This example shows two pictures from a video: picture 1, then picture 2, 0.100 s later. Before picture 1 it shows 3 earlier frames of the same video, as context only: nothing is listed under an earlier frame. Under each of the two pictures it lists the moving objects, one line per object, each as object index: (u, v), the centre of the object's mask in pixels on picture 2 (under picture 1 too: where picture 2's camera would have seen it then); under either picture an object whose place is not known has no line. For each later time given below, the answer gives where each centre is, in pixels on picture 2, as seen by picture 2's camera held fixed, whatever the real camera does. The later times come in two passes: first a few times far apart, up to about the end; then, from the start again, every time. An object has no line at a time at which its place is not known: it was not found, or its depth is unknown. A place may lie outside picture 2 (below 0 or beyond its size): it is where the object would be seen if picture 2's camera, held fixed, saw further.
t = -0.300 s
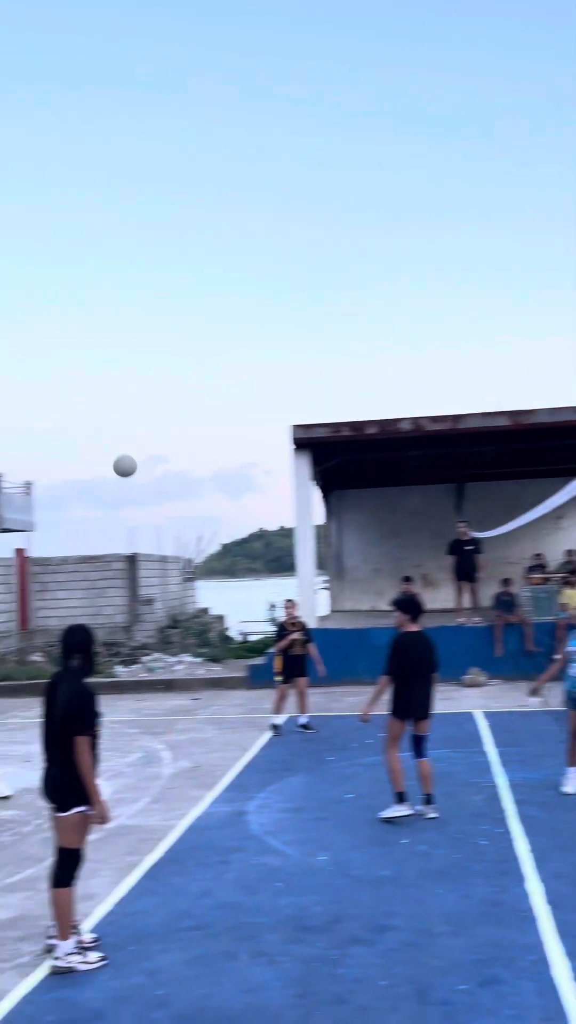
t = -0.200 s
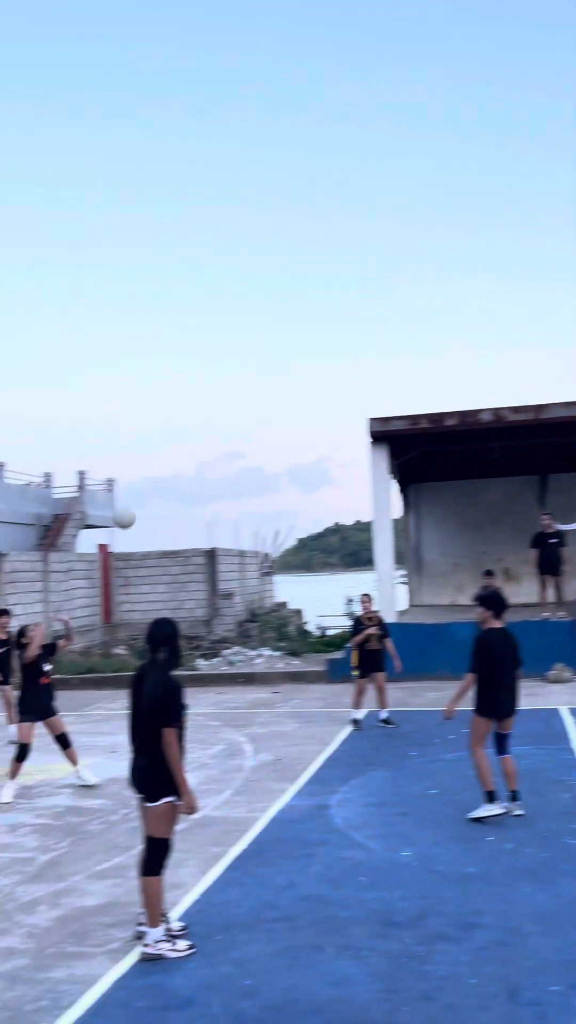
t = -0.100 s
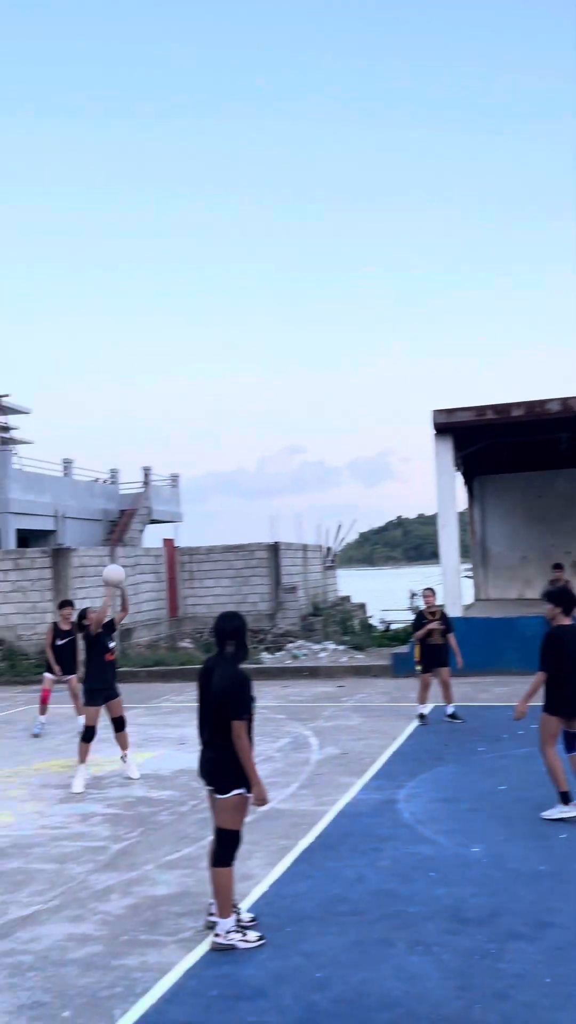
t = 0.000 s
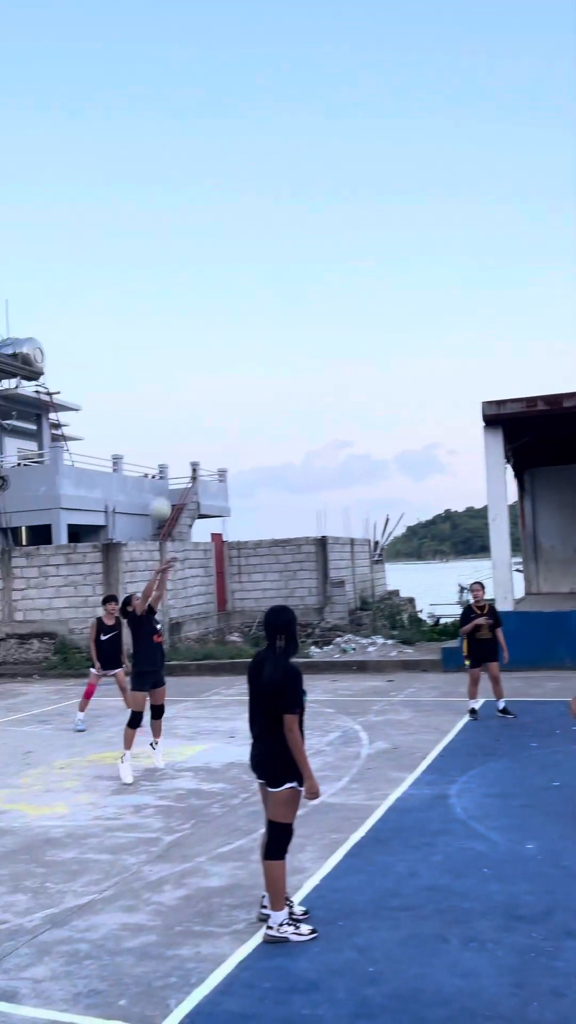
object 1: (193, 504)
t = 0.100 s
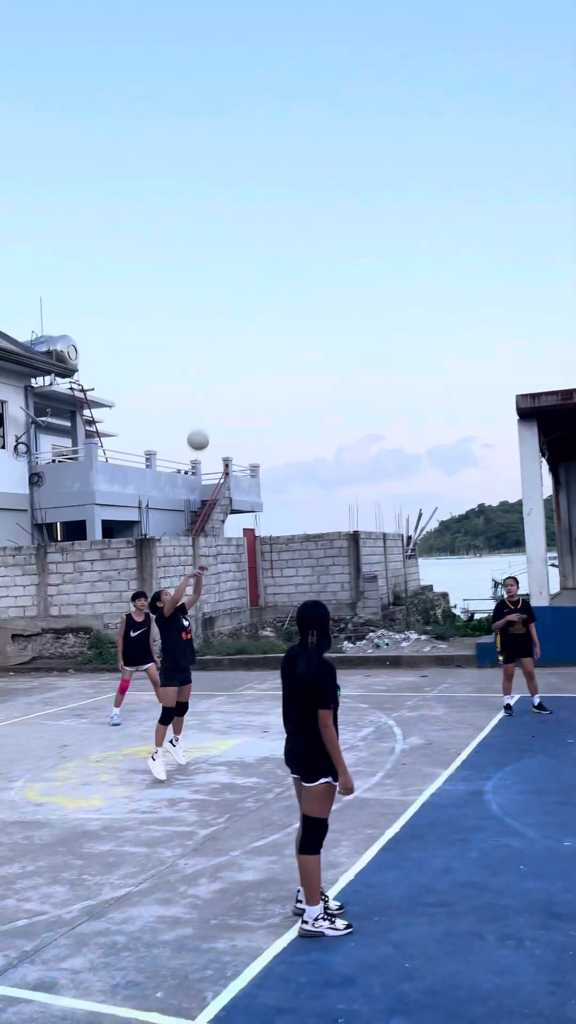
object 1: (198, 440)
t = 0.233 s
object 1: (205, 371)
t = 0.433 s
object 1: (218, 300)
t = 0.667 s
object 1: (236, 271)
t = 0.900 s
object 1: (255, 301)
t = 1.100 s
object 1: (274, 376)
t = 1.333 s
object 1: (296, 522)
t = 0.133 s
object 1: (200, 421)
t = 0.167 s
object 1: (201, 403)
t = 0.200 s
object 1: (203, 386)
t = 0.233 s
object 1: (205, 371)
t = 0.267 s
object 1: (207, 356)
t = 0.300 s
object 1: (209, 343)
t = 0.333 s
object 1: (211, 330)
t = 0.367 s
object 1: (213, 319)
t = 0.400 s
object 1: (216, 309)
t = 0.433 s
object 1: (218, 300)
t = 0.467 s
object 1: (220, 292)
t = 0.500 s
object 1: (223, 286)
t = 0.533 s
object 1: (225, 280)
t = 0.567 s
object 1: (228, 276)
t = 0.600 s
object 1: (230, 273)
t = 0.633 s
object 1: (233, 271)
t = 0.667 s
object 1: (236, 271)
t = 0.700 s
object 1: (238, 271)
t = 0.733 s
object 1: (241, 273)
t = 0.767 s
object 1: (244, 276)
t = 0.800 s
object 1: (247, 280)
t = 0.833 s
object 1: (249, 286)
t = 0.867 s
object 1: (252, 293)
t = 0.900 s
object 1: (255, 301)
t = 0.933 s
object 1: (258, 310)
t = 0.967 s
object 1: (261, 321)
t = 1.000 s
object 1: (264, 333)
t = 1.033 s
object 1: (267, 345)
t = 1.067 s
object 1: (271, 360)
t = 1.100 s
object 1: (274, 376)
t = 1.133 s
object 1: (277, 393)
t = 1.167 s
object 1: (280, 411)
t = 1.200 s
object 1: (283, 431)
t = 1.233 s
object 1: (287, 451)
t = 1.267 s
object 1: (290, 474)
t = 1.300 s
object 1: (293, 498)
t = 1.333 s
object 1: (296, 522)
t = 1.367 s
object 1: (300, 547)
